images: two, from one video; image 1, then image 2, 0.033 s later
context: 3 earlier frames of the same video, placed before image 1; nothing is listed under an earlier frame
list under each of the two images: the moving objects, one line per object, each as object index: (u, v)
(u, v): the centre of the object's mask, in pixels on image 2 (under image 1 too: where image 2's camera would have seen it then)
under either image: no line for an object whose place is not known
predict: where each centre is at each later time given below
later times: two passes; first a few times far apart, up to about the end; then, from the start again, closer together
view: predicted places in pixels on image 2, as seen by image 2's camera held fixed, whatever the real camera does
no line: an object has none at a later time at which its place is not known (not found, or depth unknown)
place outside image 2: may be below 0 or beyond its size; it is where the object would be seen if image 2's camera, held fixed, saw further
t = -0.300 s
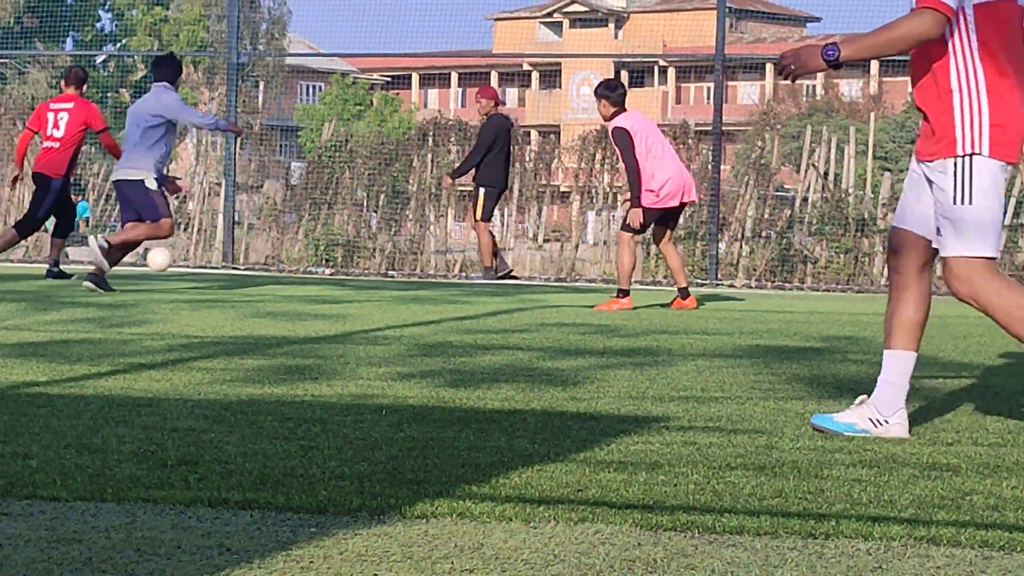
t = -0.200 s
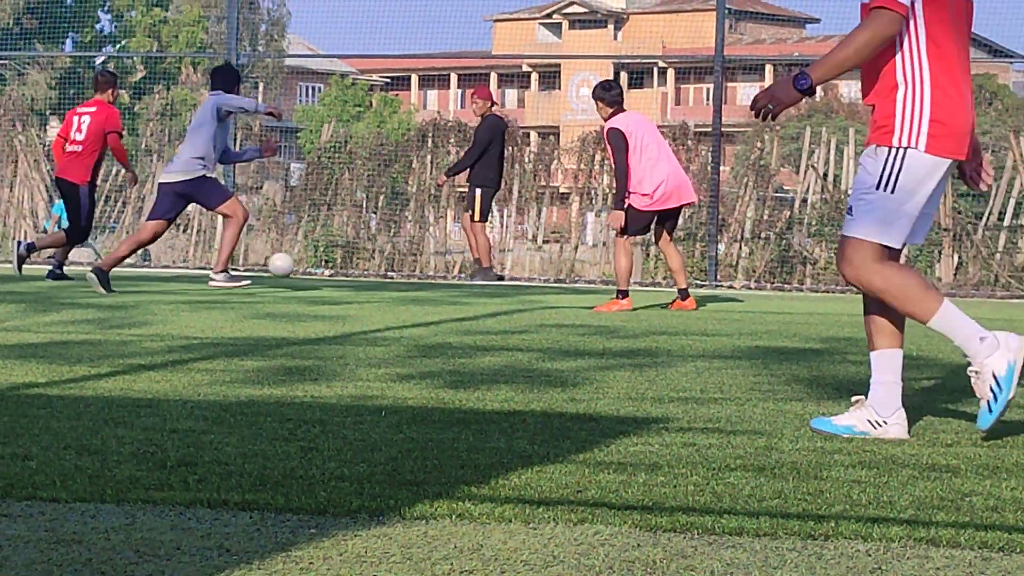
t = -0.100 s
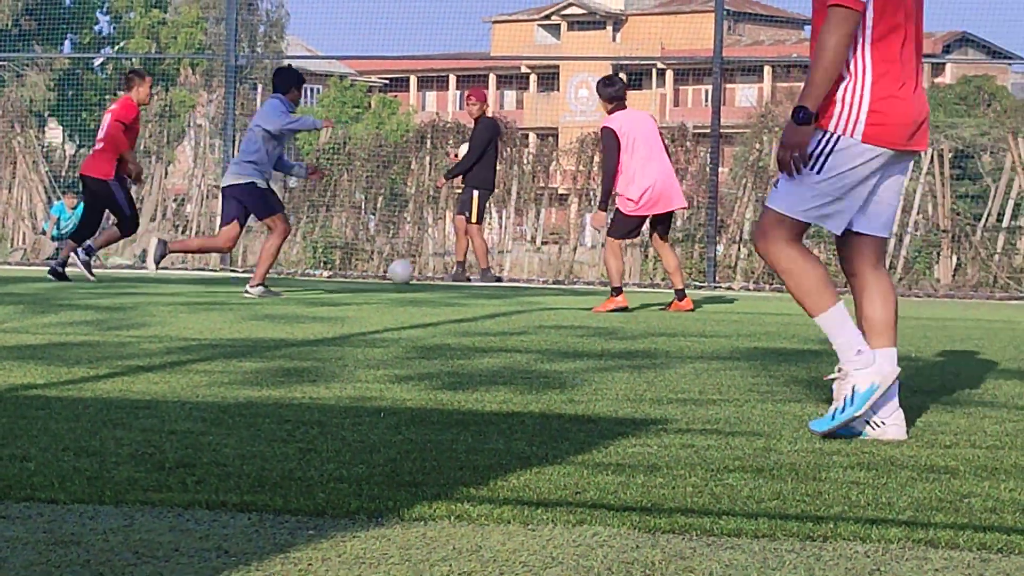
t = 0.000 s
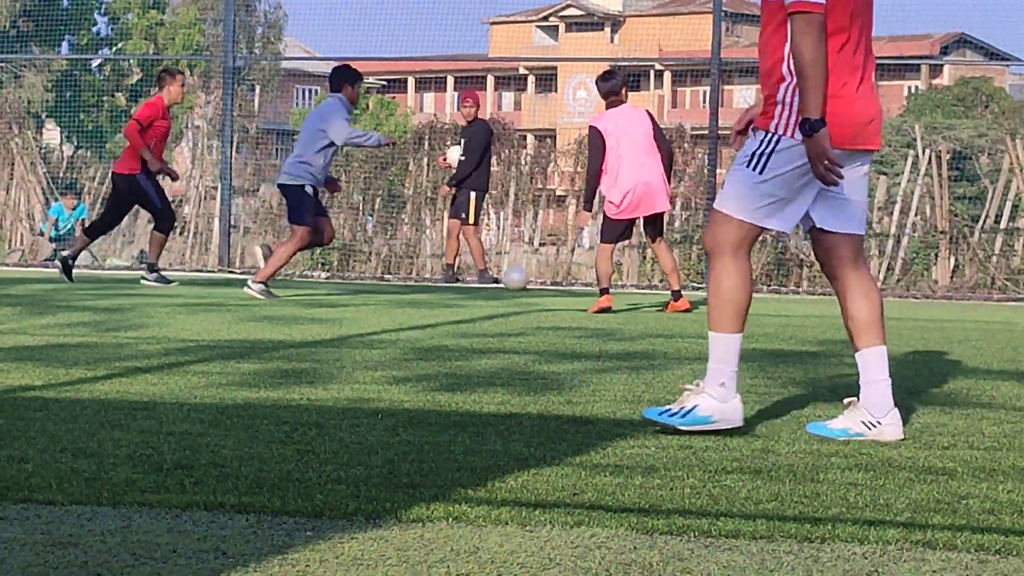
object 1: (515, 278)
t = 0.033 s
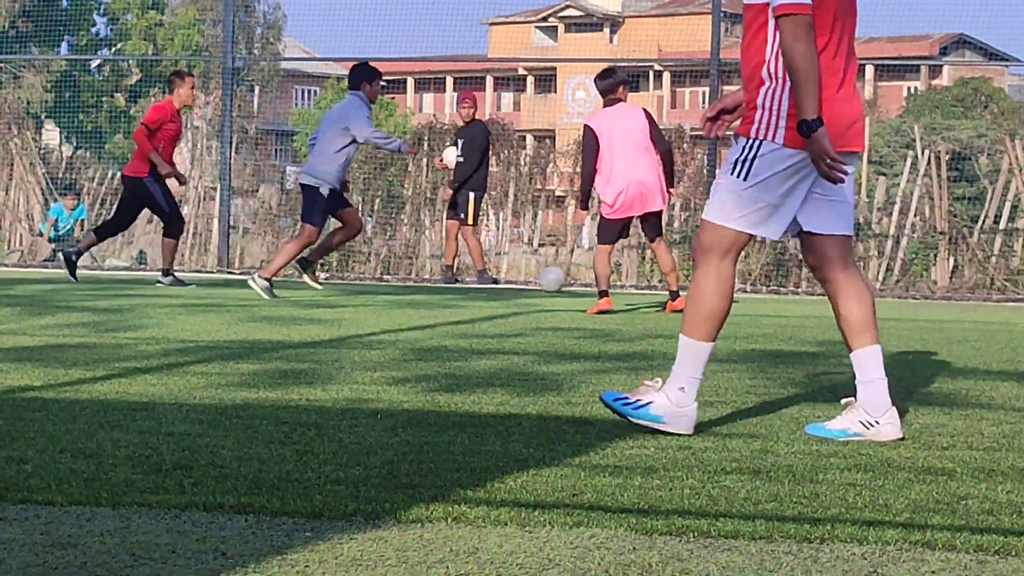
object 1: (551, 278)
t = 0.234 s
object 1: (768, 285)
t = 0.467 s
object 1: (1012, 295)
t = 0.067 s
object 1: (586, 280)
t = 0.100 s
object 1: (625, 280)
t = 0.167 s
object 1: (697, 283)
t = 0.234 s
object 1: (768, 285)
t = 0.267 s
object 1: (803, 287)
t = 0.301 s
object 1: (838, 287)
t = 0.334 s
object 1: (872, 289)
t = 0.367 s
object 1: (907, 291)
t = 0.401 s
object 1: (942, 293)
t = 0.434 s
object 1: (976, 293)
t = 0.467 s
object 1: (1012, 295)
